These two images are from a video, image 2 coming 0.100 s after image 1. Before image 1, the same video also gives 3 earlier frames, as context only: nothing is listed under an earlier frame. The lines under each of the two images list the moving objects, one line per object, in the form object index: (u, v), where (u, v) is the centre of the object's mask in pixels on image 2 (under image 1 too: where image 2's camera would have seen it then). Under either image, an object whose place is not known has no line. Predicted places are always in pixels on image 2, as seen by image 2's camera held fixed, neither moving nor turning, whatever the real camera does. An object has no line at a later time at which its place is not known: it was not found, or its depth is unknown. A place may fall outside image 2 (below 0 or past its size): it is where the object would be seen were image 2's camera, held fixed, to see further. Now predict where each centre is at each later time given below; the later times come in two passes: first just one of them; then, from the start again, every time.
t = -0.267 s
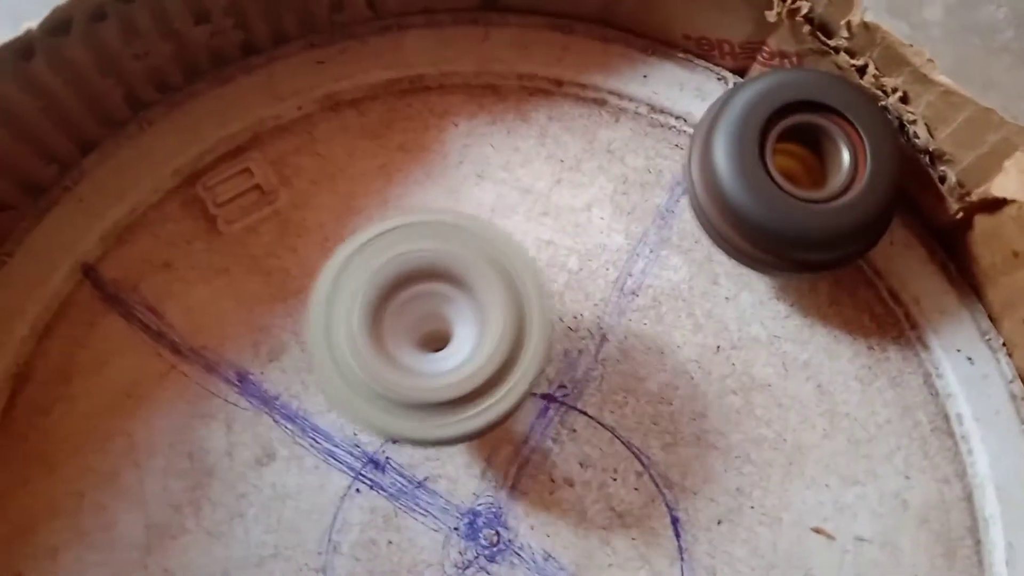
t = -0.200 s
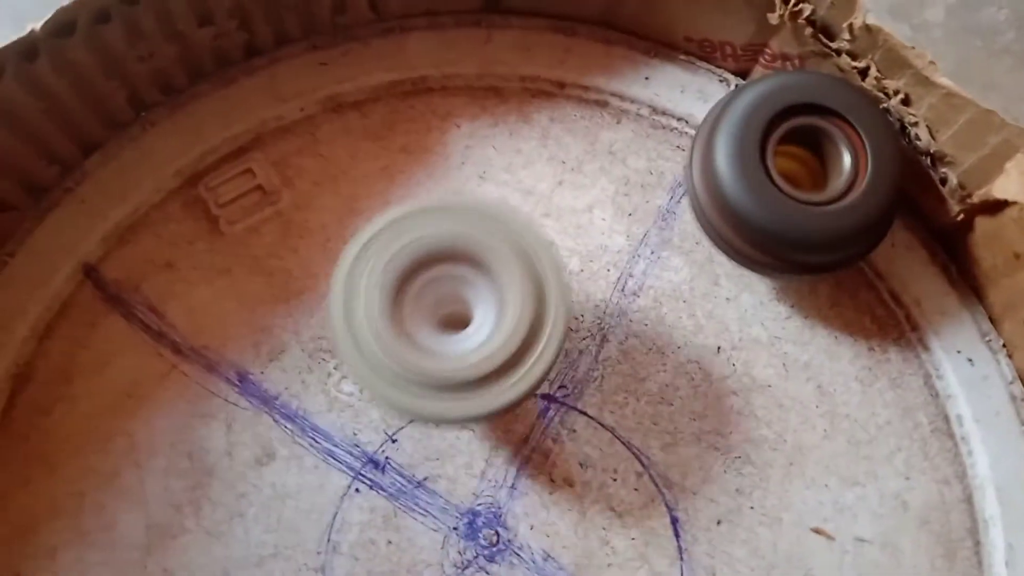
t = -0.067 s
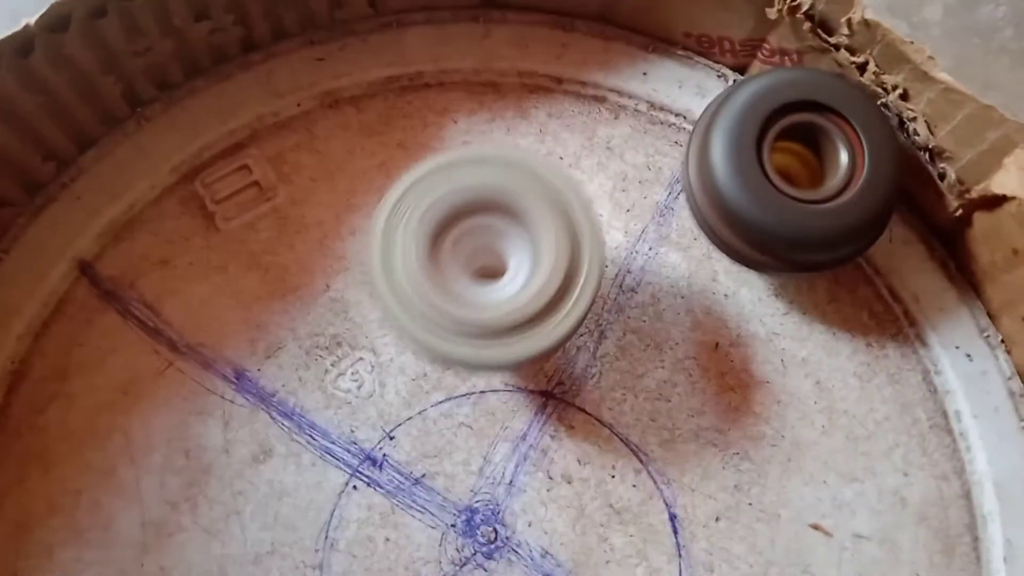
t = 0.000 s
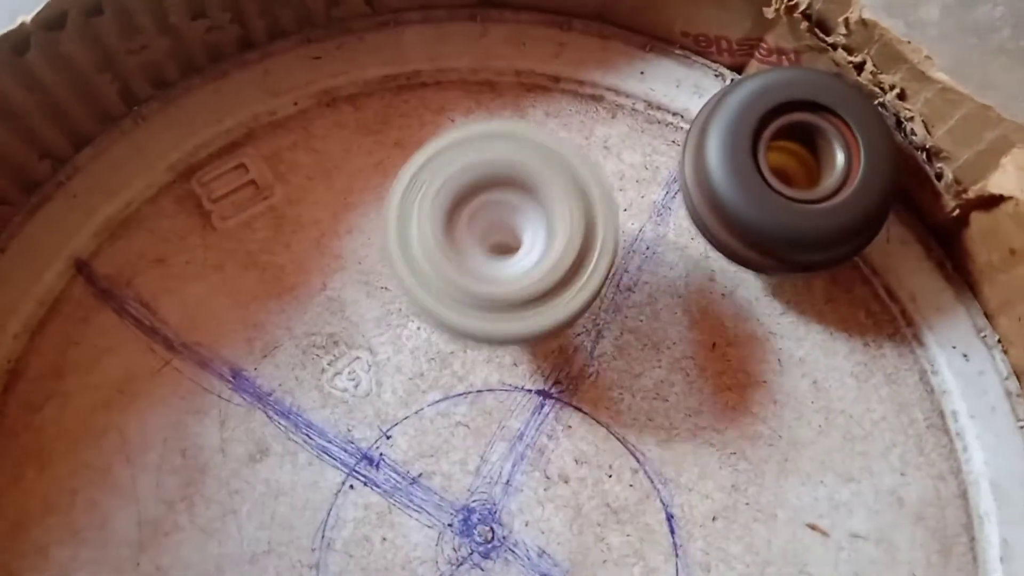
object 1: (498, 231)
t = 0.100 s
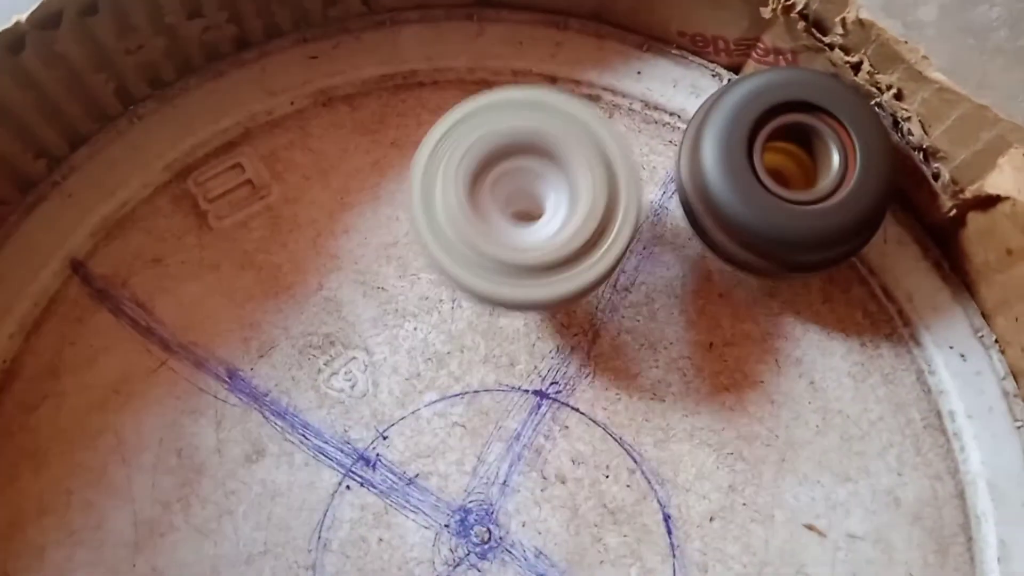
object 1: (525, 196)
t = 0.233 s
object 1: (559, 150)
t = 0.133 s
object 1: (534, 185)
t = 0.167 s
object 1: (543, 174)
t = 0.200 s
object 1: (552, 162)
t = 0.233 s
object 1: (559, 150)
